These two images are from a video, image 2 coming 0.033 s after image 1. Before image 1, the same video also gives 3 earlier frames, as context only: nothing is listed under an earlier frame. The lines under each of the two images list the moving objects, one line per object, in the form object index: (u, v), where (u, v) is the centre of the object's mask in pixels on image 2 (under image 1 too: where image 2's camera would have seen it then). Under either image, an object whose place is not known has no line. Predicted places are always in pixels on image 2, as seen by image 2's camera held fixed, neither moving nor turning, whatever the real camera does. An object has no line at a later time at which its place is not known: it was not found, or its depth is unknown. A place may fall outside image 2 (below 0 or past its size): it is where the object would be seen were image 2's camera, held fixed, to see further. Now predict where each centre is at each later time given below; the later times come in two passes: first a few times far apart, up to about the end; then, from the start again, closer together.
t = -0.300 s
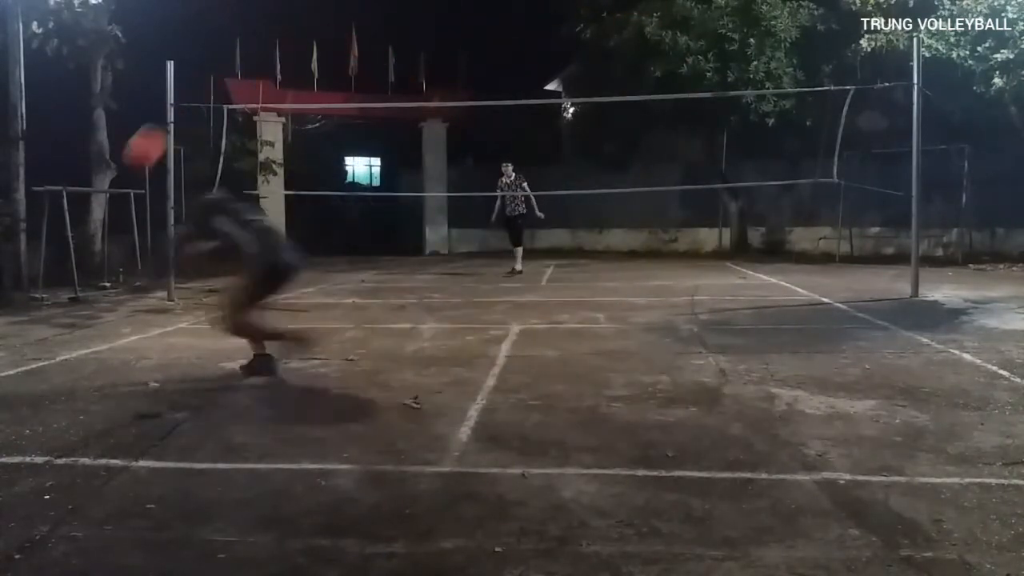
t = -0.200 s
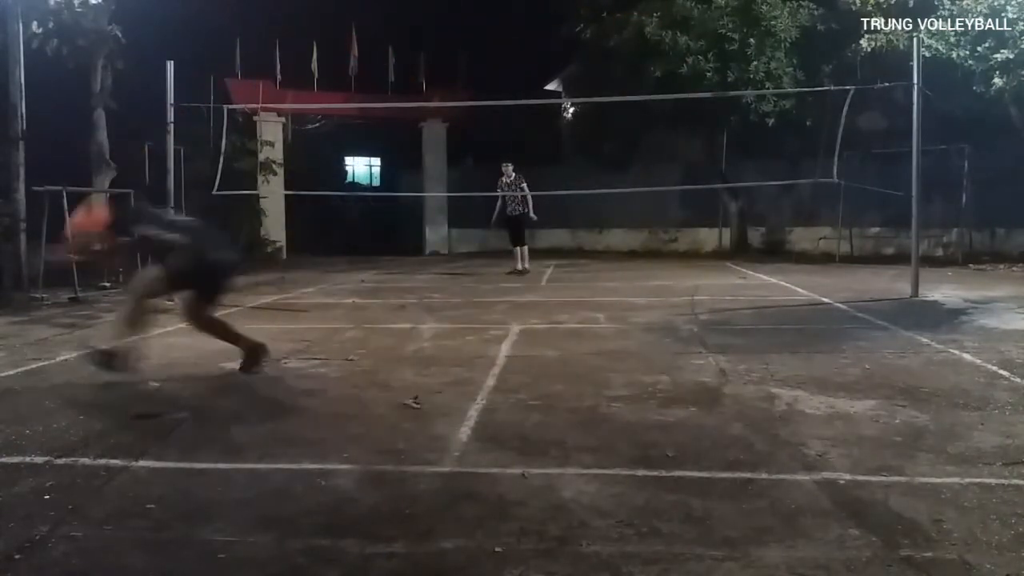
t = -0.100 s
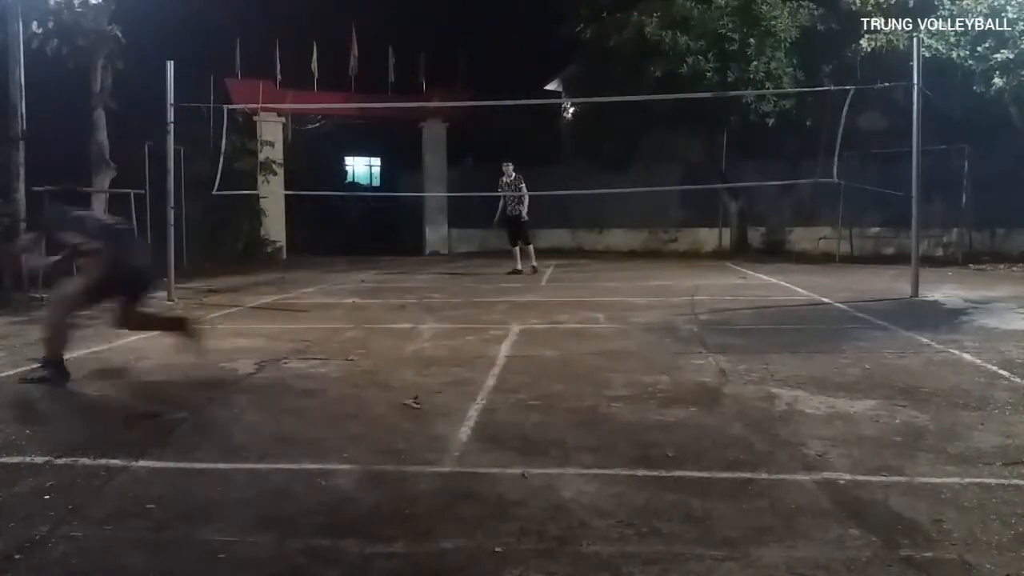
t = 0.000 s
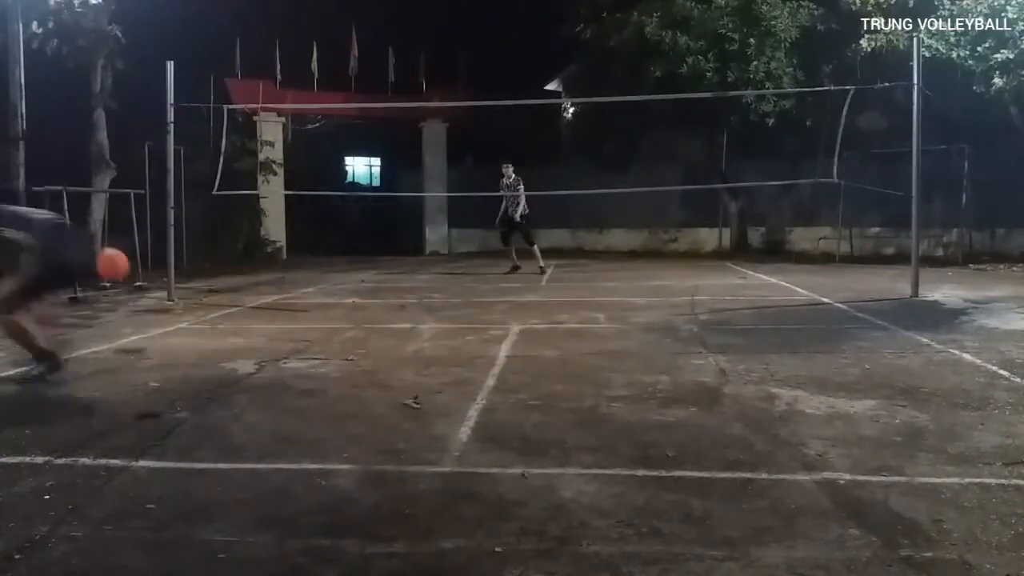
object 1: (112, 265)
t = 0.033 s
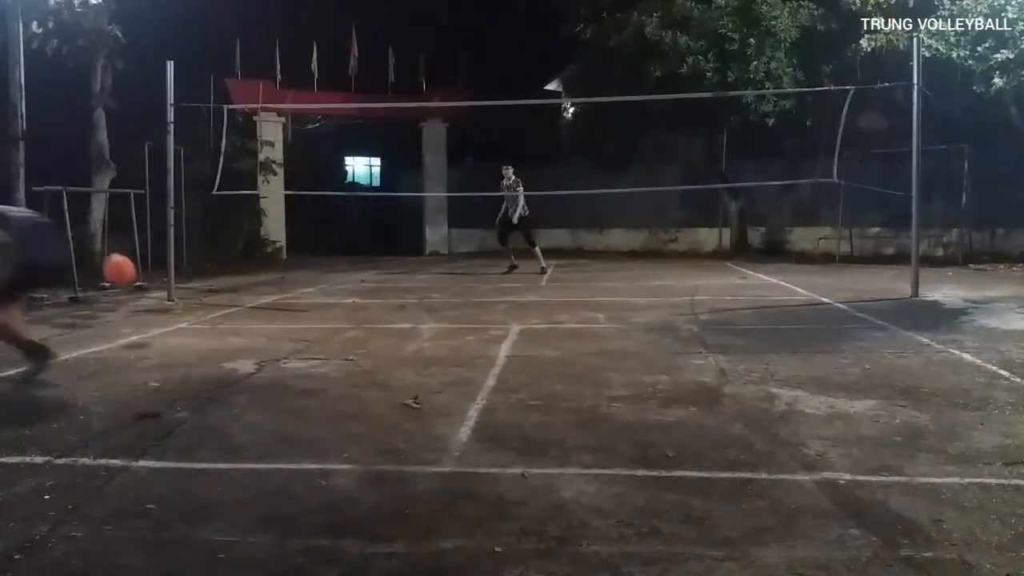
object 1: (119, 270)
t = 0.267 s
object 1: (159, 289)
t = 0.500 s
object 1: (188, 249)
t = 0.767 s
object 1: (216, 265)
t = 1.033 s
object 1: (236, 259)
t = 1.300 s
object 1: (252, 255)
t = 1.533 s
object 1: (264, 261)
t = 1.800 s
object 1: (275, 249)
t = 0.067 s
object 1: (125, 276)
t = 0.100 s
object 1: (132, 284)
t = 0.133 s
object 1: (138, 292)
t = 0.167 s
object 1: (142, 300)
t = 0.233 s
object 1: (154, 299)
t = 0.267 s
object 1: (159, 289)
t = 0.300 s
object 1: (163, 279)
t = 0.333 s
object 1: (167, 271)
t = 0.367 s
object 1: (172, 264)
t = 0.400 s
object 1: (176, 258)
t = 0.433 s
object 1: (180, 254)
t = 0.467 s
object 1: (184, 251)
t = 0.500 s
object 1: (188, 249)
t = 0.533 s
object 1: (191, 247)
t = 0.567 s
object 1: (195, 247)
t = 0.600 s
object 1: (199, 248)
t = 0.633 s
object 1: (203, 250)
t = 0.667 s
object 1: (206, 252)
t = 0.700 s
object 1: (209, 256)
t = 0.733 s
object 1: (213, 260)
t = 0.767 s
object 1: (216, 265)
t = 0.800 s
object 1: (219, 270)
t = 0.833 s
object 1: (222, 276)
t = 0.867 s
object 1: (226, 284)
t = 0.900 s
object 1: (228, 281)
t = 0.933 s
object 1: (231, 274)
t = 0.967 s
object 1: (233, 267)
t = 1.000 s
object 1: (235, 263)
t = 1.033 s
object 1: (236, 259)
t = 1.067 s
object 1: (239, 255)
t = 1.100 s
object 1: (240, 253)
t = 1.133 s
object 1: (242, 251)
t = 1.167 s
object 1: (244, 250)
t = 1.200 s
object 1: (246, 250)
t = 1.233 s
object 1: (248, 251)
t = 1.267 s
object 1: (250, 252)
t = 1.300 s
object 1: (252, 255)
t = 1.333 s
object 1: (254, 258)
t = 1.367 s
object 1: (255, 261)
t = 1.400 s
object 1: (257, 265)
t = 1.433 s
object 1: (259, 269)
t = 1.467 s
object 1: (261, 271)
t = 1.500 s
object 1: (262, 266)
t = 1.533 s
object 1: (264, 261)
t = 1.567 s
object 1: (265, 258)
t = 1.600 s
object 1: (267, 254)
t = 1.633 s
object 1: (268, 251)
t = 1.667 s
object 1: (270, 249)
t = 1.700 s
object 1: (271, 249)
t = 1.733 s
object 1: (273, 248)
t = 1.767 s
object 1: (274, 248)
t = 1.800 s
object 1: (275, 249)
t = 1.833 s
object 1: (275, 250)
